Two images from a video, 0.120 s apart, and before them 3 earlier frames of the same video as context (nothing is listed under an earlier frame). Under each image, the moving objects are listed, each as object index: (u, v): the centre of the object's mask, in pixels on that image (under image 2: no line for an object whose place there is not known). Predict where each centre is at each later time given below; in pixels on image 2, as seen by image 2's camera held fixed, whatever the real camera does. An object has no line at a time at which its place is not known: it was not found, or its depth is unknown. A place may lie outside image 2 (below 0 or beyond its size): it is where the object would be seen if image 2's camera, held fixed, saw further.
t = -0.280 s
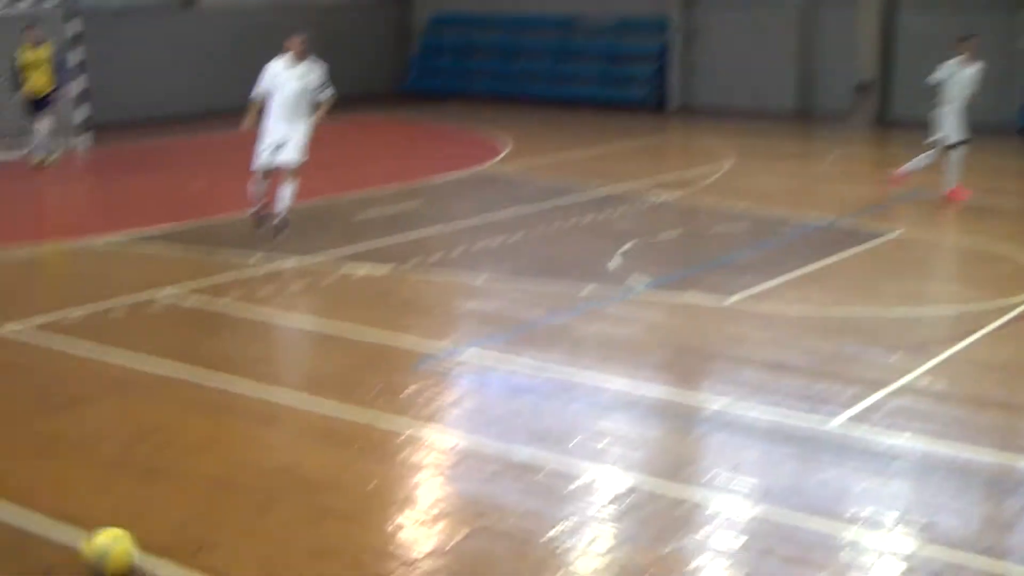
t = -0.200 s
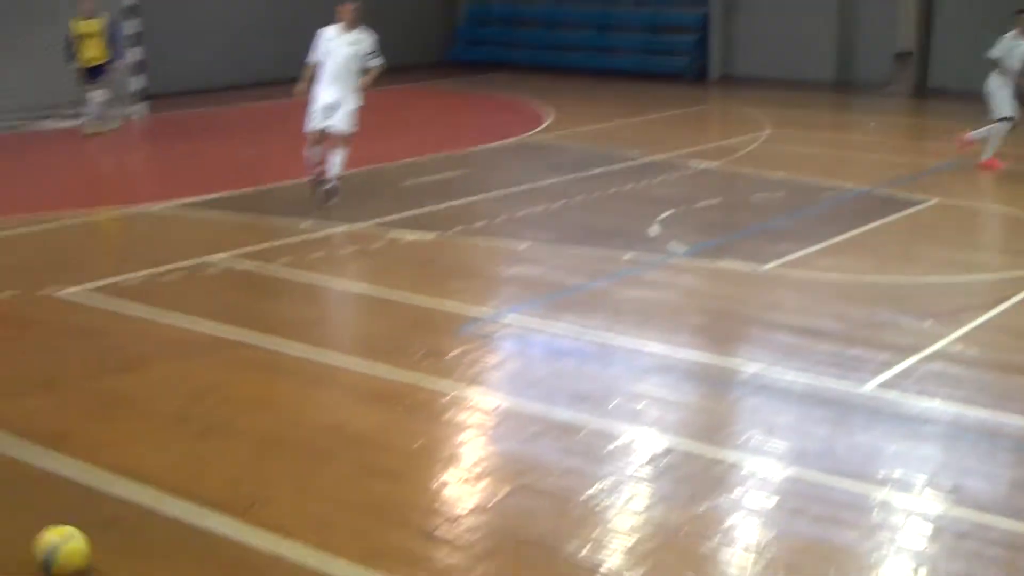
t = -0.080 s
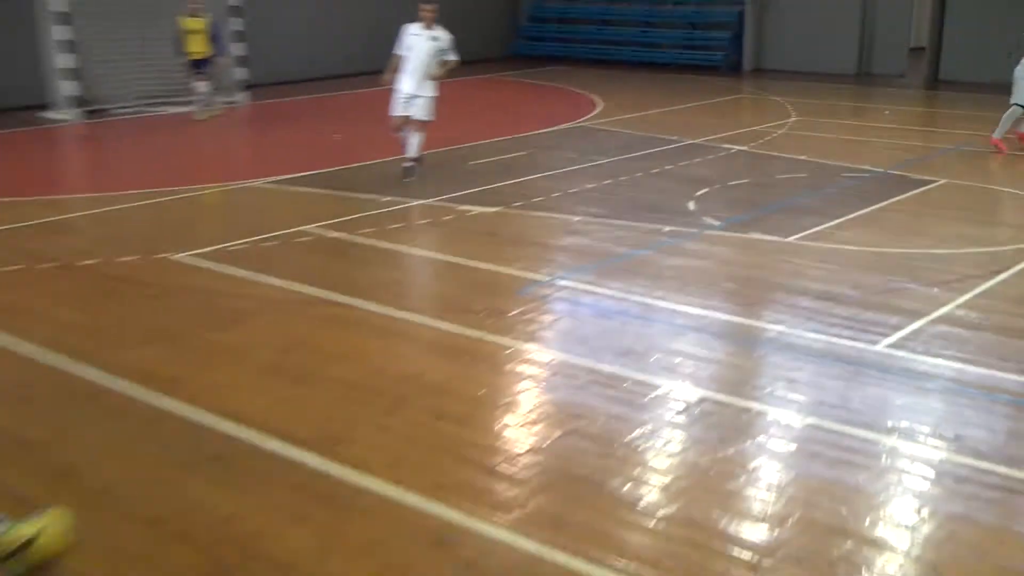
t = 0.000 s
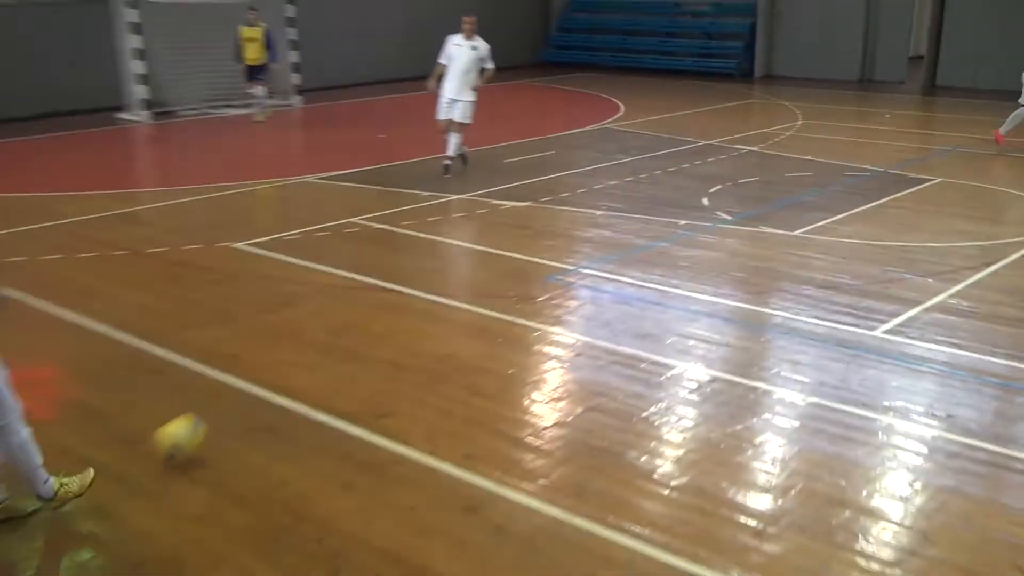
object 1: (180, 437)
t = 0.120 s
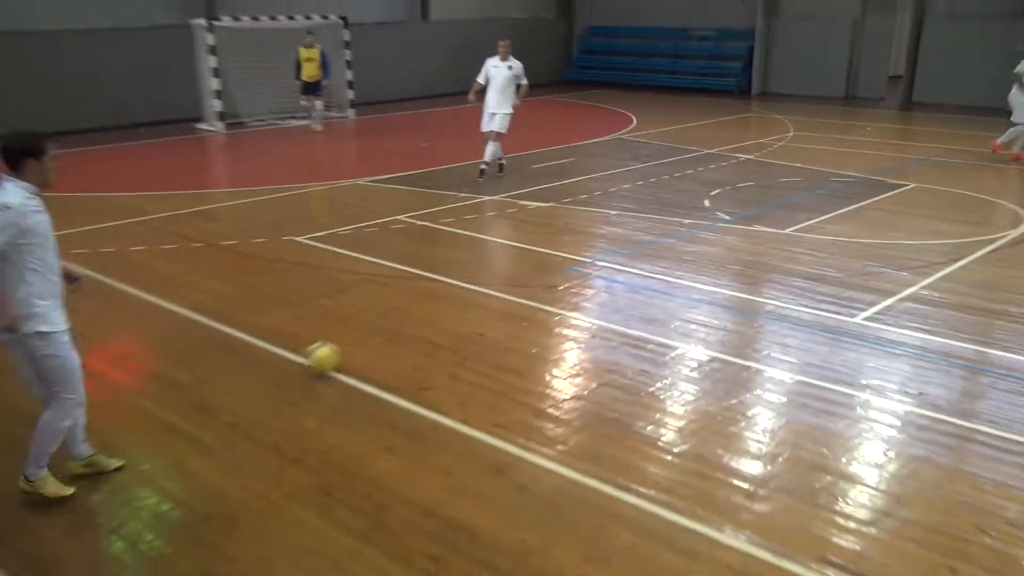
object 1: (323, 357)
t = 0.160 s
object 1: (342, 347)
